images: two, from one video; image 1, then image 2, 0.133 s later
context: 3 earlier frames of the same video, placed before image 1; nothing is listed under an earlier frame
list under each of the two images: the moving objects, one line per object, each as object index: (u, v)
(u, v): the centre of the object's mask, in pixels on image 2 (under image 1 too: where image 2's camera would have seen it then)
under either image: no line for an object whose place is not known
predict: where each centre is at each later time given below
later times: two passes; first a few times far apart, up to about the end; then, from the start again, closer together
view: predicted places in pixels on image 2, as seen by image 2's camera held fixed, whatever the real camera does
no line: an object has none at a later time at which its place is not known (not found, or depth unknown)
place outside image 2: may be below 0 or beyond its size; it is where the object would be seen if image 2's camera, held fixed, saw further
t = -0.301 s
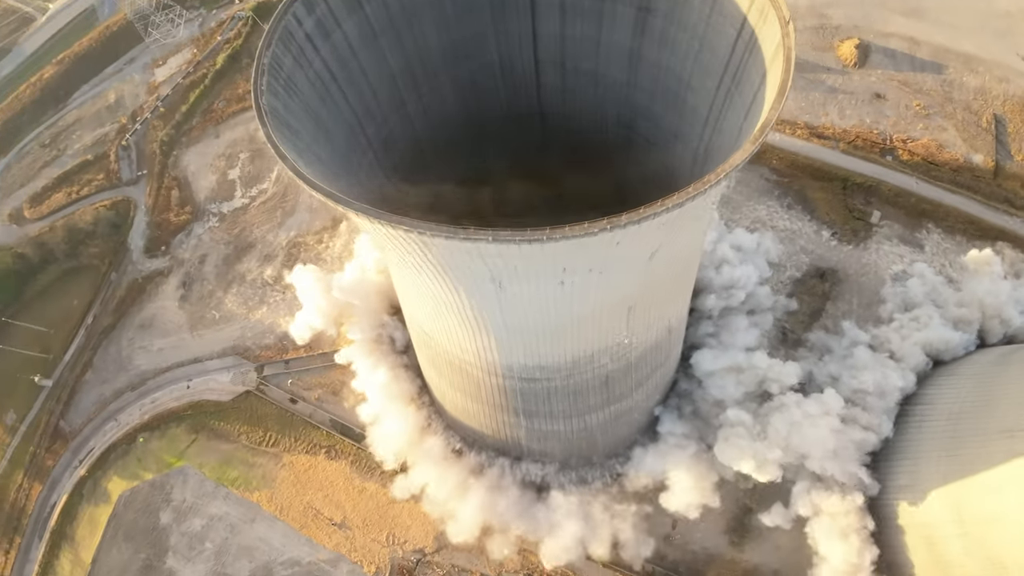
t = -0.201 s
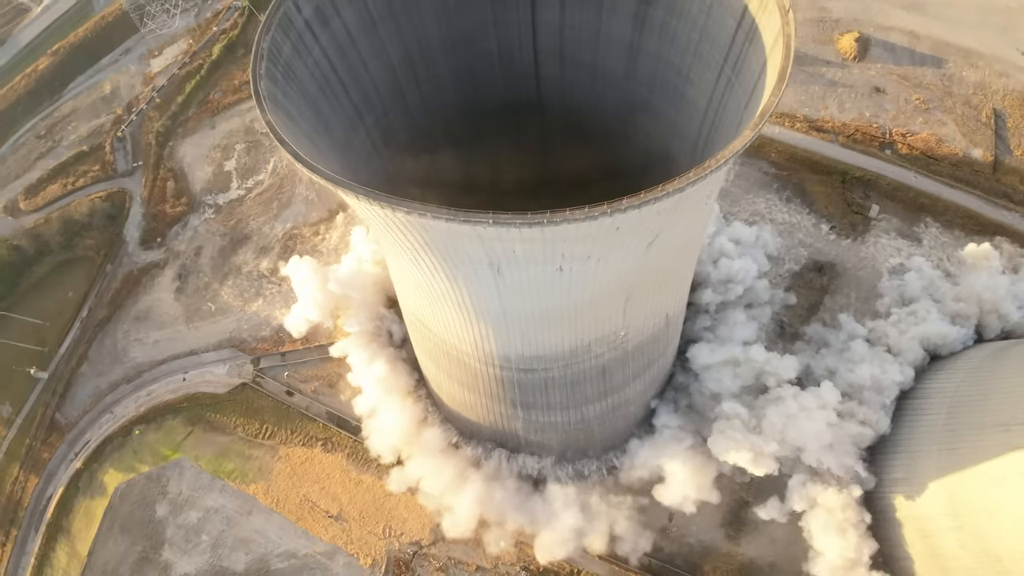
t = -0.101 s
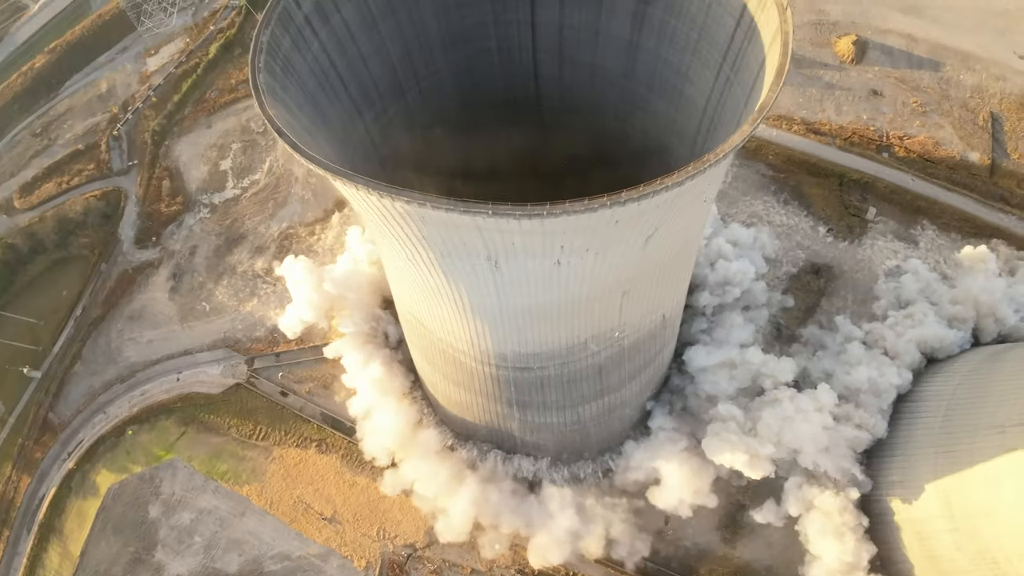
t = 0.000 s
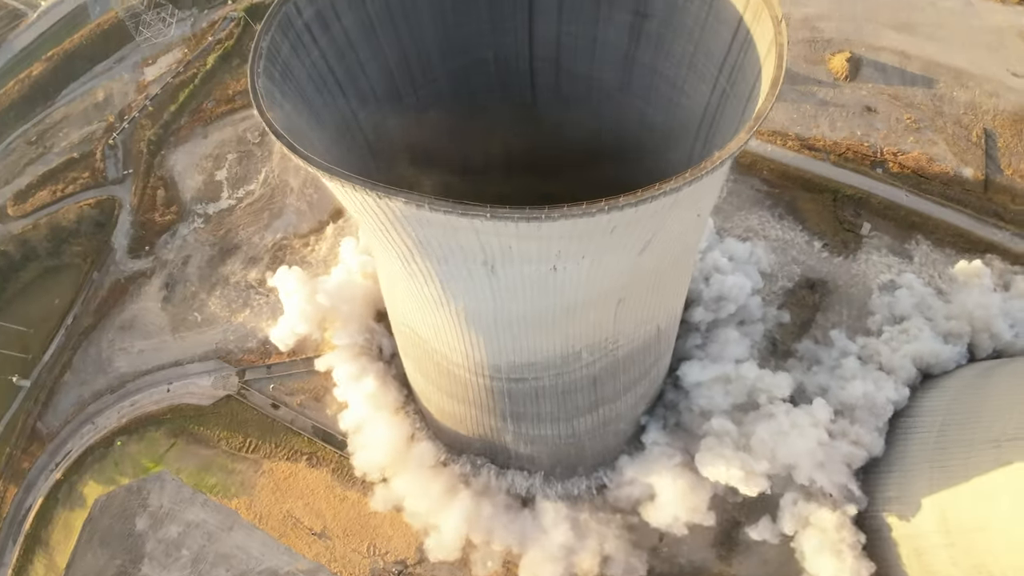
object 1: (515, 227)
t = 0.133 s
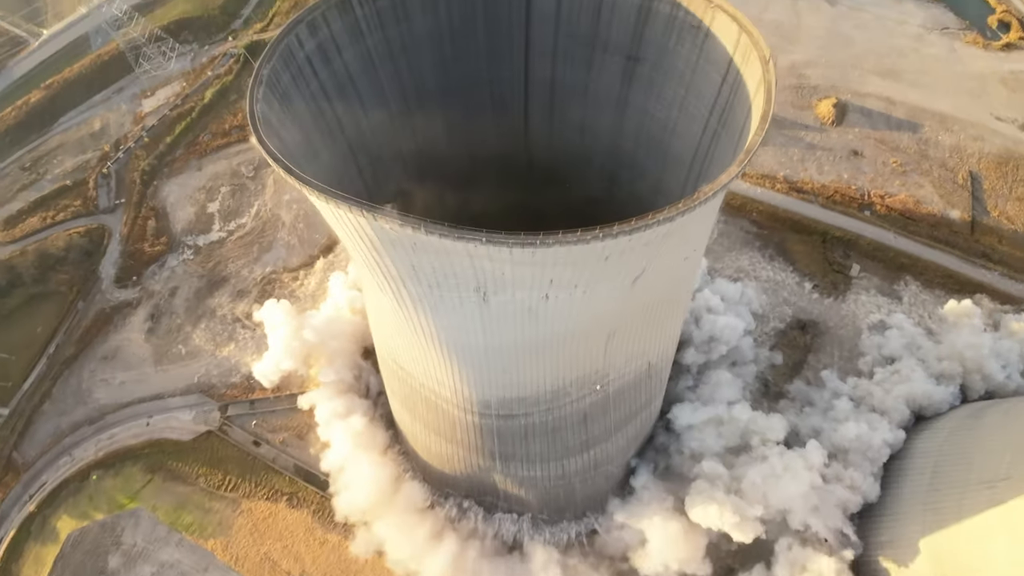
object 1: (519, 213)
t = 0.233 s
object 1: (520, 206)
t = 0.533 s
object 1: (522, 198)
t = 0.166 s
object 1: (519, 210)
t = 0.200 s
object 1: (520, 207)
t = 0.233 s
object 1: (520, 206)
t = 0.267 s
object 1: (520, 208)
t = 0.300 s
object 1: (520, 209)
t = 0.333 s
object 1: (520, 209)
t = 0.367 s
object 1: (520, 208)
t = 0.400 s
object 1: (520, 206)
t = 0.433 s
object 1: (521, 204)
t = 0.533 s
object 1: (522, 198)
